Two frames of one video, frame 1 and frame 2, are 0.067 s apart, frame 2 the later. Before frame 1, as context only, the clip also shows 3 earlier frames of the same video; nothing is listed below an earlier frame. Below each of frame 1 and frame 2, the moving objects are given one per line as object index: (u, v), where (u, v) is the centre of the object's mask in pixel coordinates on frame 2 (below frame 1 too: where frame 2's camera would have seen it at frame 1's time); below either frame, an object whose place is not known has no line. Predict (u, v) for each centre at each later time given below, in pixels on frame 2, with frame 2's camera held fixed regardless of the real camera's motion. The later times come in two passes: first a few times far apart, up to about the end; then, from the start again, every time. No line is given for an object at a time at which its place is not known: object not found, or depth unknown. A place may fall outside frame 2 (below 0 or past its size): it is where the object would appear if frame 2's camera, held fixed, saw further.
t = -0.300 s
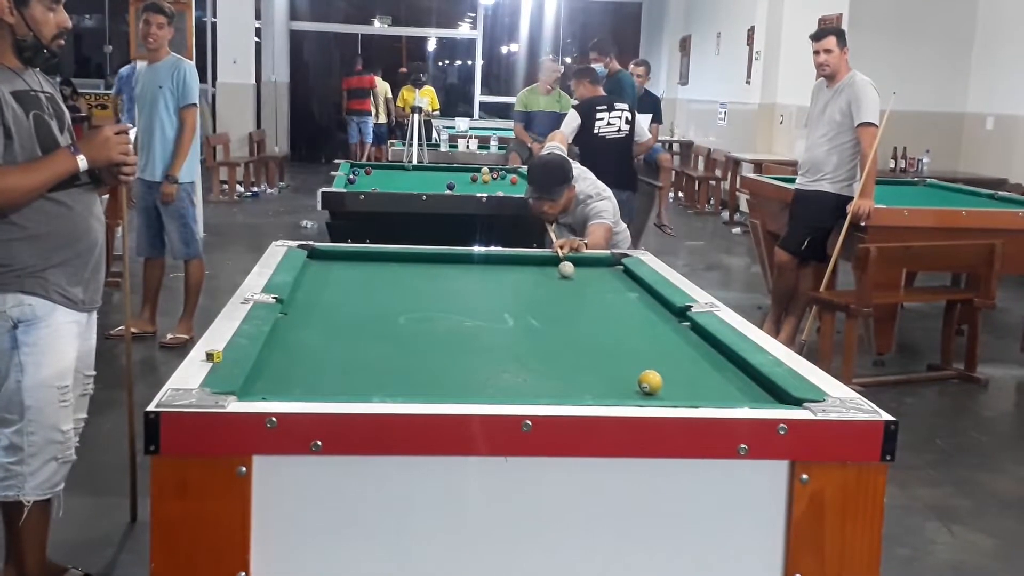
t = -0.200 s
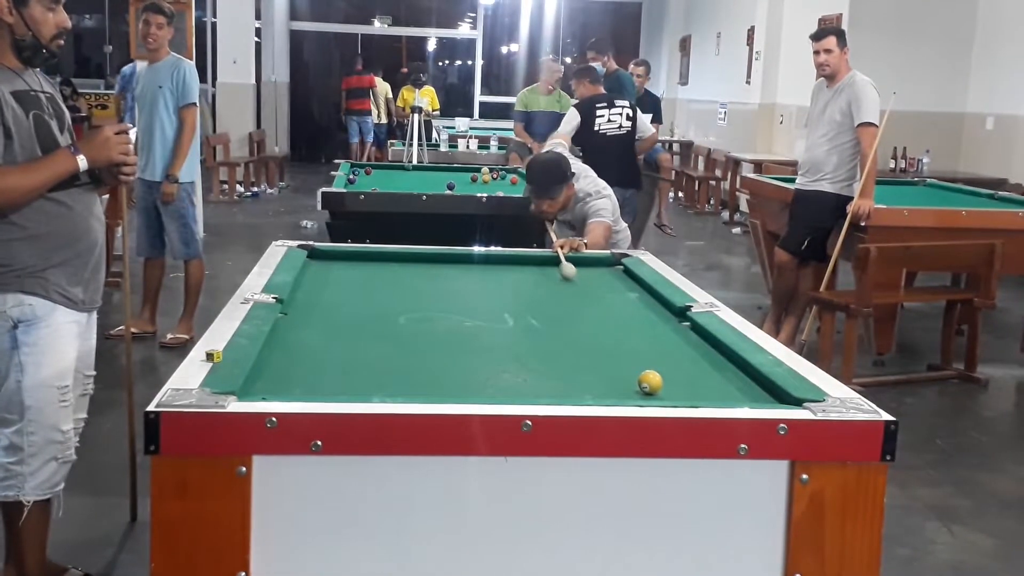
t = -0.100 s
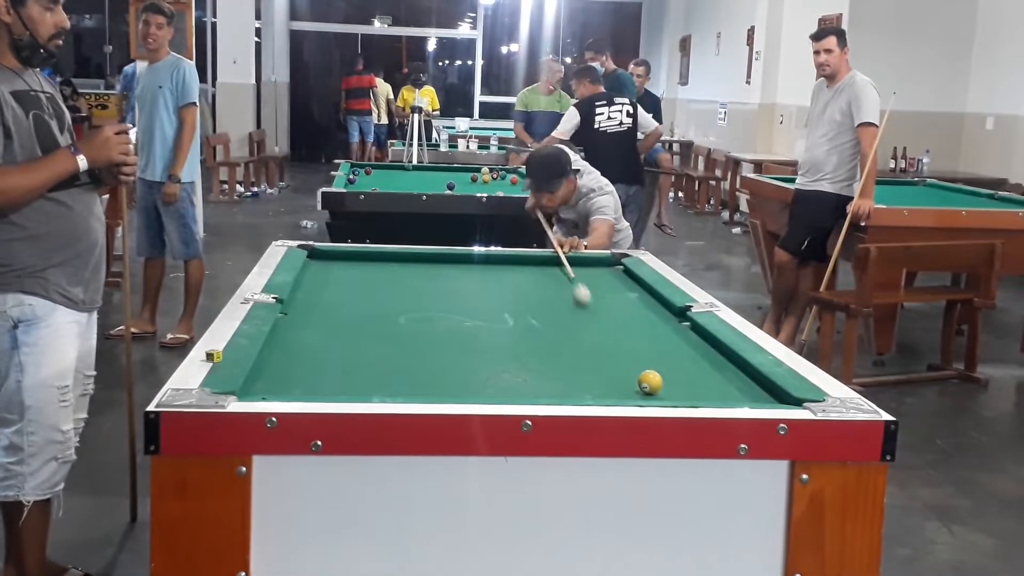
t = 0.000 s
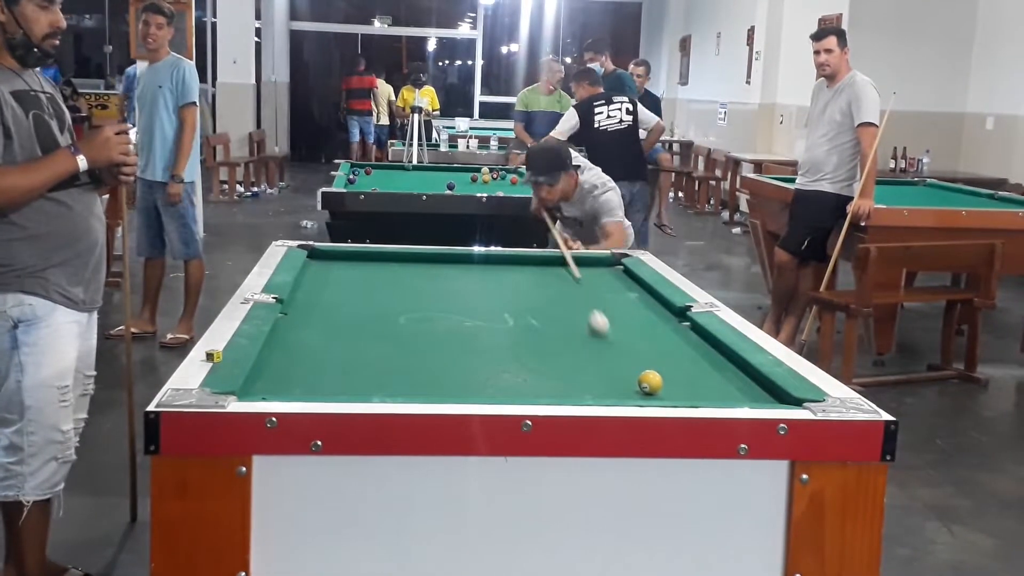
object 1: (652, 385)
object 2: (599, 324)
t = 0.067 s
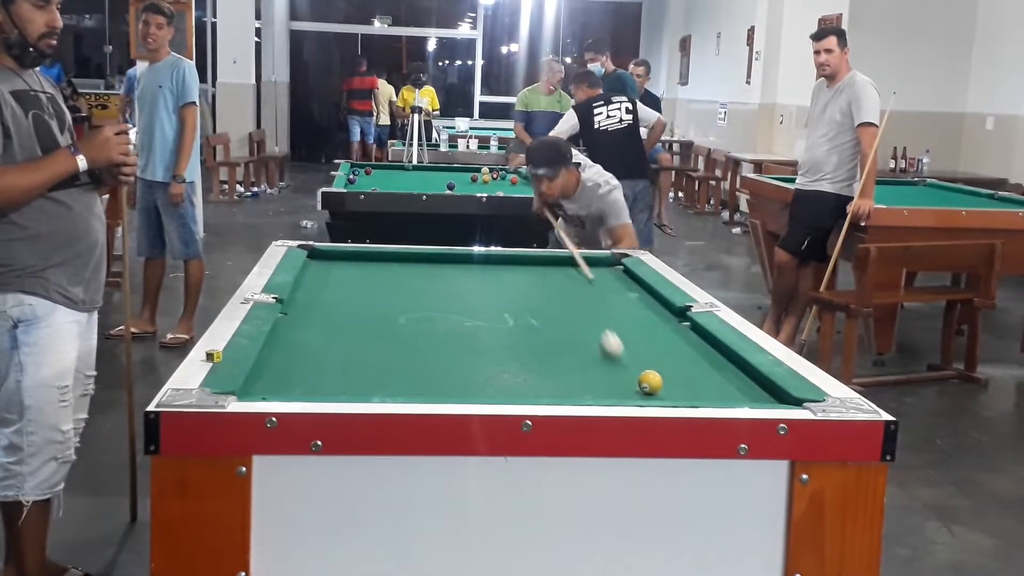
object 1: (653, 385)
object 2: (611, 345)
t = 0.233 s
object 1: (757, 398)
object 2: (573, 392)
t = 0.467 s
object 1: (694, 369)
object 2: (446, 346)
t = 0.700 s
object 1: (607, 341)
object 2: (363, 315)
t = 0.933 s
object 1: (535, 318)
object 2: (302, 292)
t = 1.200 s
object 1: (469, 297)
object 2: (359, 274)
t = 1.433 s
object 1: (420, 281)
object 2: (400, 261)
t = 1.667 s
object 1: (378, 267)
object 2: (445, 262)
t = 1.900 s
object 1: (342, 255)
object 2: (499, 273)
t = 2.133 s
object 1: (320, 261)
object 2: (557, 286)
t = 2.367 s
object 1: (348, 269)
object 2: (620, 299)
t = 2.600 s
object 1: (376, 278)
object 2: (661, 311)
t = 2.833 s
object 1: (405, 286)
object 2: (635, 321)
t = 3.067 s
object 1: (436, 294)
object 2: (607, 332)
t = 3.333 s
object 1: (471, 305)
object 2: (574, 345)
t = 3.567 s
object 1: (503, 314)
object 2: (543, 356)
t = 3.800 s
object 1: (537, 323)
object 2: (510, 370)
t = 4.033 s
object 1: (571, 333)
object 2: (475, 383)
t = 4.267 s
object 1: (607, 343)
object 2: (440, 391)
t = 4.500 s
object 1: (643, 353)
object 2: (405, 386)
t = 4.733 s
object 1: (680, 363)
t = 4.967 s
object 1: (717, 374)
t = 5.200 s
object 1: (755, 384)
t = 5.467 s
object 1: (757, 392)
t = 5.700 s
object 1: (751, 395)
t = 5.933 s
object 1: (743, 399)
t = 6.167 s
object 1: (729, 396)
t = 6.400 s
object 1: (718, 394)
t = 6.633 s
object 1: (709, 393)
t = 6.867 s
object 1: (701, 392)
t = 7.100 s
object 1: (696, 391)
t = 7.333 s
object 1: (695, 390)
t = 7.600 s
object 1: (696, 390)
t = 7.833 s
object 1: (696, 390)
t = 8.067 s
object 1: (696, 390)
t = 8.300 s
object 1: (696, 390)
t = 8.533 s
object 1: (696, 390)
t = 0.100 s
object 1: (650, 382)
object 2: (619, 357)
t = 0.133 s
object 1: (651, 382)
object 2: (627, 370)
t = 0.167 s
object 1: (679, 387)
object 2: (616, 381)
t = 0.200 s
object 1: (719, 392)
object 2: (596, 388)
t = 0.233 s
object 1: (757, 398)
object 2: (573, 392)
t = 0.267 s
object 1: (771, 396)
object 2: (552, 384)
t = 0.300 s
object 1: (771, 392)
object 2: (532, 376)
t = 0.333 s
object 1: (755, 389)
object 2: (511, 371)
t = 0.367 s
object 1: (739, 384)
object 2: (494, 363)
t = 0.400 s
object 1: (724, 379)
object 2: (476, 358)
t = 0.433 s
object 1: (708, 374)
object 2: (460, 351)
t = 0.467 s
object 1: (694, 369)
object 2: (446, 346)
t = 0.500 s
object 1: (681, 365)
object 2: (432, 340)
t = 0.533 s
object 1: (667, 361)
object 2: (419, 336)
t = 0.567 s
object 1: (654, 356)
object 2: (407, 331)
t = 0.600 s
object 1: (642, 352)
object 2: (396, 327)
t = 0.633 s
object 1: (630, 349)
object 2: (385, 323)
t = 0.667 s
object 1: (618, 344)
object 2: (373, 319)
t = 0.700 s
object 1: (607, 341)
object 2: (363, 315)
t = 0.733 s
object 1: (595, 337)
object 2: (353, 312)
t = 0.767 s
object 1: (585, 334)
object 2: (343, 308)
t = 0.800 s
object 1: (574, 331)
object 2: (334, 305)
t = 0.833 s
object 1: (565, 327)
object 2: (324, 302)
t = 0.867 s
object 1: (555, 325)
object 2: (316, 299)
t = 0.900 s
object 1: (545, 321)
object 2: (306, 295)
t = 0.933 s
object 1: (535, 318)
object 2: (302, 292)
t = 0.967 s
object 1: (527, 316)
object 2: (310, 290)
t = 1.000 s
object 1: (518, 313)
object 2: (318, 287)
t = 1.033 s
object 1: (509, 310)
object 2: (325, 285)
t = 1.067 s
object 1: (501, 307)
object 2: (332, 283)
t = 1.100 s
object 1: (493, 304)
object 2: (339, 280)
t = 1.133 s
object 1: (484, 302)
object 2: (346, 278)
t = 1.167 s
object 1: (477, 300)
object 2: (353, 276)
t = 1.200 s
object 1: (469, 297)
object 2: (359, 274)
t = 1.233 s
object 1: (462, 295)
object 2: (366, 272)
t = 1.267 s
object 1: (454, 292)
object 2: (372, 270)
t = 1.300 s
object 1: (447, 290)
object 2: (378, 268)
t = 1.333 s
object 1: (440, 288)
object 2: (383, 266)
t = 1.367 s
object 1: (434, 285)
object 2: (389, 264)
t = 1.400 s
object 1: (426, 283)
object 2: (394, 262)
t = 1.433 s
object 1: (420, 281)
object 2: (400, 261)
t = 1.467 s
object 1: (414, 279)
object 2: (405, 259)
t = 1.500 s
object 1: (408, 277)
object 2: (410, 257)
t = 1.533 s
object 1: (402, 275)
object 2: (415, 256)
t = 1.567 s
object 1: (396, 273)
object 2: (422, 255)
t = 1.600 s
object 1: (390, 271)
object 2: (430, 258)
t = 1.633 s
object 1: (384, 269)
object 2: (437, 260)
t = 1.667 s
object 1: (378, 267)
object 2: (445, 262)
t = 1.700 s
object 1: (373, 265)
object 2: (452, 263)
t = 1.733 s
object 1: (368, 264)
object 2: (460, 265)
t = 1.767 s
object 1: (362, 262)
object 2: (468, 267)
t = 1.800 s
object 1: (357, 260)
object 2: (476, 269)
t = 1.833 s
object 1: (352, 259)
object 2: (484, 270)
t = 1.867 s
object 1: (347, 257)
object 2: (491, 271)
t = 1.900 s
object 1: (342, 255)
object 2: (499, 273)
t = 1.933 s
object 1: (337, 255)
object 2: (508, 275)
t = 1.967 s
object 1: (331, 256)
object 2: (516, 277)
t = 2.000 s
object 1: (324, 257)
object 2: (524, 278)
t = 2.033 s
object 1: (318, 258)
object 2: (532, 281)
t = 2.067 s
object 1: (314, 259)
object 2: (540, 282)
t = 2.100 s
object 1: (316, 260)
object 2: (549, 284)
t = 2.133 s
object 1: (320, 261)
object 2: (557, 286)
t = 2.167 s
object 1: (324, 262)
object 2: (566, 287)
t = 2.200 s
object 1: (328, 263)
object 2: (575, 289)
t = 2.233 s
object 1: (332, 265)
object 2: (584, 291)
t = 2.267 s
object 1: (336, 266)
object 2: (593, 293)
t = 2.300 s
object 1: (340, 267)
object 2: (602, 295)
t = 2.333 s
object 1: (344, 268)
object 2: (611, 297)
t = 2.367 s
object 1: (348, 269)
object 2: (620, 299)
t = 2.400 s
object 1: (352, 270)
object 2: (629, 301)
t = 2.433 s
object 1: (355, 272)
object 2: (639, 302)
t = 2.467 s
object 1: (360, 273)
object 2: (649, 304)
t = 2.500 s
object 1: (363, 274)
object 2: (658, 306)
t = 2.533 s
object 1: (367, 275)
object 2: (666, 308)
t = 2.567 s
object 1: (372, 276)
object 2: (664, 310)
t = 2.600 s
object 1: (376, 278)
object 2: (661, 311)
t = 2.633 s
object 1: (380, 279)
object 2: (657, 313)
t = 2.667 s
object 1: (384, 280)
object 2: (653, 314)
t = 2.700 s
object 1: (388, 281)
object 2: (650, 315)
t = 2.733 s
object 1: (393, 282)
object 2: (646, 317)
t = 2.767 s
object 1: (397, 284)
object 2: (642, 318)
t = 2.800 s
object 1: (401, 285)
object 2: (639, 319)
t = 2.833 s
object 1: (405, 286)
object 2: (635, 321)
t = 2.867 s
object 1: (410, 287)
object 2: (631, 323)
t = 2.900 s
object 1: (414, 288)
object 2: (627, 324)
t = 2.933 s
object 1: (418, 289)
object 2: (623, 326)
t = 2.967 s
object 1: (422, 291)
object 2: (620, 327)
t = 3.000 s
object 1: (427, 292)
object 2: (616, 328)
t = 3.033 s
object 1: (431, 293)
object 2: (612, 330)
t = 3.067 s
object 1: (436, 294)
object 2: (607, 332)
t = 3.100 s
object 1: (440, 296)
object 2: (603, 334)
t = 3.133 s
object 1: (445, 297)
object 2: (599, 335)
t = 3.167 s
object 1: (449, 298)
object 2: (595, 337)
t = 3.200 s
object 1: (453, 299)
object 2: (591, 338)
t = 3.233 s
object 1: (458, 301)
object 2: (587, 340)
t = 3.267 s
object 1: (463, 302)
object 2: (582, 342)
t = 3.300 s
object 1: (467, 303)
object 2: (578, 343)
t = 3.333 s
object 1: (471, 305)
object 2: (574, 345)
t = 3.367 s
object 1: (476, 306)
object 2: (570, 346)
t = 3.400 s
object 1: (481, 307)
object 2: (565, 348)
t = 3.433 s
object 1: (485, 308)
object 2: (561, 350)
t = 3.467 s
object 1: (490, 310)
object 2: (556, 352)
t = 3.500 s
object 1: (495, 311)
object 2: (552, 353)
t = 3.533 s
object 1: (499, 313)
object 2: (547, 355)
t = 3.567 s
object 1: (503, 314)
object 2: (543, 356)
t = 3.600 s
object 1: (508, 315)
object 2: (538, 359)
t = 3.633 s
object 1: (513, 317)
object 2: (534, 361)
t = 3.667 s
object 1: (518, 318)
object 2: (529, 362)
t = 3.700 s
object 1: (523, 319)
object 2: (525, 364)
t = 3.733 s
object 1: (528, 321)
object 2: (520, 366)
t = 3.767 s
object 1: (533, 322)
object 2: (515, 368)
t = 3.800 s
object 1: (537, 323)
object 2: (510, 370)
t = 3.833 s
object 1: (542, 325)
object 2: (505, 372)
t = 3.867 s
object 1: (547, 326)
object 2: (500, 374)
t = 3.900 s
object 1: (552, 328)
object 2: (496, 376)
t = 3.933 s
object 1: (557, 329)
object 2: (491, 378)
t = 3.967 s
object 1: (562, 330)
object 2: (485, 380)
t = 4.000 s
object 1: (567, 332)
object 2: (480, 381)
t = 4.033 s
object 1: (571, 333)
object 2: (475, 383)
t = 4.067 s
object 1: (576, 335)
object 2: (471, 385)
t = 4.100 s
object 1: (581, 336)
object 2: (466, 386)
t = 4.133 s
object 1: (586, 337)
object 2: (460, 387)
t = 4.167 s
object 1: (592, 339)
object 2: (455, 388)
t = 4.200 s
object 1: (597, 340)
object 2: (450, 389)
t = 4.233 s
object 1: (602, 342)
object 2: (445, 390)
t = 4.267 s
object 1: (607, 343)
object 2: (440, 391)
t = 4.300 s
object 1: (612, 344)
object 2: (433, 392)
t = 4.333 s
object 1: (617, 346)
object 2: (429, 390)
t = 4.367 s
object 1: (622, 347)
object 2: (424, 390)
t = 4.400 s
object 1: (627, 348)
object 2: (419, 389)
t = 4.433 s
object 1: (633, 350)
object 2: (414, 388)
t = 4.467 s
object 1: (638, 352)
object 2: (410, 387)
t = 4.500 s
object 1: (643, 353)
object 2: (405, 386)
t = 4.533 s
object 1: (648, 354)
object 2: (401, 386)
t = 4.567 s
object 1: (653, 356)
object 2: (397, 385)
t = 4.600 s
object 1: (659, 357)
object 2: (392, 384)
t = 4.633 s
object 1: (664, 359)
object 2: (388, 383)
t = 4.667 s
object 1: (669, 360)
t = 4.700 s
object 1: (674, 362)
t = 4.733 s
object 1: (680, 363)
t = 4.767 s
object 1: (685, 365)
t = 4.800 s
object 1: (690, 366)
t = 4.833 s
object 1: (696, 368)
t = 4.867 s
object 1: (701, 369)
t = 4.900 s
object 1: (706, 371)
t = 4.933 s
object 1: (711, 373)
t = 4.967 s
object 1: (717, 374)
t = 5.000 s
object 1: (722, 375)
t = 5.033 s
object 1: (728, 377)
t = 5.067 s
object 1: (733, 378)
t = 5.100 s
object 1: (739, 380)
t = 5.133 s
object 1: (744, 381)
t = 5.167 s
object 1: (750, 383)
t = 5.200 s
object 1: (755, 384)
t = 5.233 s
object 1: (759, 386)
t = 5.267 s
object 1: (762, 387)
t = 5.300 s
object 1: (761, 388)
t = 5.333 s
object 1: (761, 389)
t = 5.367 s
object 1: (760, 390)
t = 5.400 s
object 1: (759, 391)
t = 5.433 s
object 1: (758, 391)
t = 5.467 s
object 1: (757, 392)
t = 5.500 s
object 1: (756, 392)
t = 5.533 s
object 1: (755, 393)
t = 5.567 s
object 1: (754, 394)
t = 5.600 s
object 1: (753, 394)
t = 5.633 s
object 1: (752, 395)
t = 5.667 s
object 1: (751, 395)
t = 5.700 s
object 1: (751, 395)
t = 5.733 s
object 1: (750, 396)
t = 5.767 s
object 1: (749, 396)
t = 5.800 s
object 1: (747, 397)
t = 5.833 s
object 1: (746, 398)
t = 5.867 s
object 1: (745, 398)
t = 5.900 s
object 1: (744, 398)
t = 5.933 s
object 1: (743, 399)
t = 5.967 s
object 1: (741, 398)
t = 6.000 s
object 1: (739, 398)
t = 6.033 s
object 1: (737, 398)
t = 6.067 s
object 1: (735, 398)
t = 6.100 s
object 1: (733, 397)
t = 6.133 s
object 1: (731, 397)
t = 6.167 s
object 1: (729, 396)
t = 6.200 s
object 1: (728, 396)
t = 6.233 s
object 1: (726, 396)
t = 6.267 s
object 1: (724, 396)
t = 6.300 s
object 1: (722, 395)
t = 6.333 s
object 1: (721, 395)
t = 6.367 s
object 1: (719, 395)
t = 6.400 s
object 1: (718, 394)
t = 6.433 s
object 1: (716, 394)
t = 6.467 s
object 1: (715, 394)
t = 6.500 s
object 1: (714, 394)
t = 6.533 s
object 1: (712, 393)
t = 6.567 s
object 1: (711, 393)
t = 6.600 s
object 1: (710, 393)
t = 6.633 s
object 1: (709, 393)
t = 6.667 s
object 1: (708, 393)
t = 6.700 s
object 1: (707, 393)
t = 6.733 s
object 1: (706, 393)
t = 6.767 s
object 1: (705, 392)
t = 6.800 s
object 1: (703, 392)
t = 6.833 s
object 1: (703, 392)
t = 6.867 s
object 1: (701, 392)
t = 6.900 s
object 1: (700, 392)
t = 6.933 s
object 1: (699, 391)
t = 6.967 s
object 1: (699, 391)
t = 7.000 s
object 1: (698, 391)
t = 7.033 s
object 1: (698, 391)
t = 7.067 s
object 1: (697, 391)
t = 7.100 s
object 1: (696, 391)
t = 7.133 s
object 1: (696, 391)
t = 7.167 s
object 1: (696, 391)
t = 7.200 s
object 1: (695, 390)
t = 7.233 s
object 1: (695, 390)
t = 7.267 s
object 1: (695, 390)
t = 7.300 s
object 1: (695, 390)
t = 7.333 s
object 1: (695, 390)
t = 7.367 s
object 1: (695, 390)
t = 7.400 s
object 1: (695, 390)
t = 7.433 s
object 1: (695, 390)
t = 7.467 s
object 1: (696, 390)
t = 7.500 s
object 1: (696, 390)
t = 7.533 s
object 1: (696, 390)
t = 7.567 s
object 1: (696, 390)
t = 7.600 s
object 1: (696, 390)
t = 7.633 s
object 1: (696, 390)
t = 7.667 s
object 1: (696, 390)
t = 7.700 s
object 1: (696, 390)
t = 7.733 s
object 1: (696, 390)
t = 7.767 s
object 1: (696, 390)
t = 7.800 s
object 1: (696, 390)
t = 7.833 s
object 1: (696, 390)
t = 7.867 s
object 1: (696, 390)
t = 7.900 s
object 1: (696, 390)
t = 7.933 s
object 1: (696, 390)
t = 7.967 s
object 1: (696, 390)
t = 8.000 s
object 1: (696, 390)
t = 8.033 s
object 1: (696, 390)
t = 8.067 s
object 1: (696, 390)
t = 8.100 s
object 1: (696, 390)
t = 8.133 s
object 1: (696, 390)
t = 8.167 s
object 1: (696, 390)
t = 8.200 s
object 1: (696, 390)
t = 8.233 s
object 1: (696, 390)
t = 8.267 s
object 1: (696, 390)
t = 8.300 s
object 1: (696, 390)
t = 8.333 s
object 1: (696, 390)
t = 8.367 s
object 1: (696, 390)
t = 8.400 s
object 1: (696, 390)
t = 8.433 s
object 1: (696, 390)
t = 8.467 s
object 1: (696, 390)
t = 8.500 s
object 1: (696, 390)
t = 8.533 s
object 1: (696, 390)
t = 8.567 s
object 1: (696, 390)
